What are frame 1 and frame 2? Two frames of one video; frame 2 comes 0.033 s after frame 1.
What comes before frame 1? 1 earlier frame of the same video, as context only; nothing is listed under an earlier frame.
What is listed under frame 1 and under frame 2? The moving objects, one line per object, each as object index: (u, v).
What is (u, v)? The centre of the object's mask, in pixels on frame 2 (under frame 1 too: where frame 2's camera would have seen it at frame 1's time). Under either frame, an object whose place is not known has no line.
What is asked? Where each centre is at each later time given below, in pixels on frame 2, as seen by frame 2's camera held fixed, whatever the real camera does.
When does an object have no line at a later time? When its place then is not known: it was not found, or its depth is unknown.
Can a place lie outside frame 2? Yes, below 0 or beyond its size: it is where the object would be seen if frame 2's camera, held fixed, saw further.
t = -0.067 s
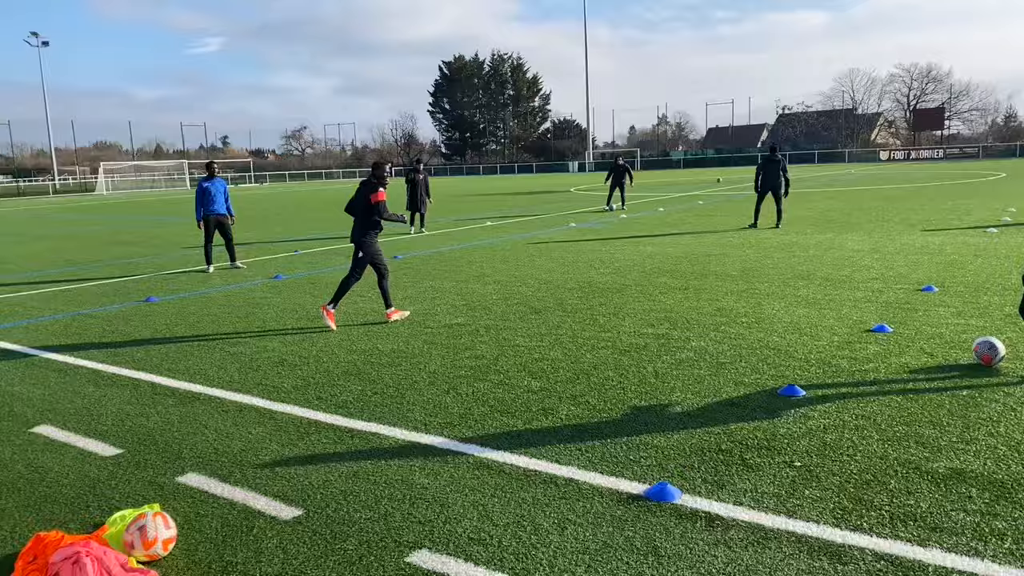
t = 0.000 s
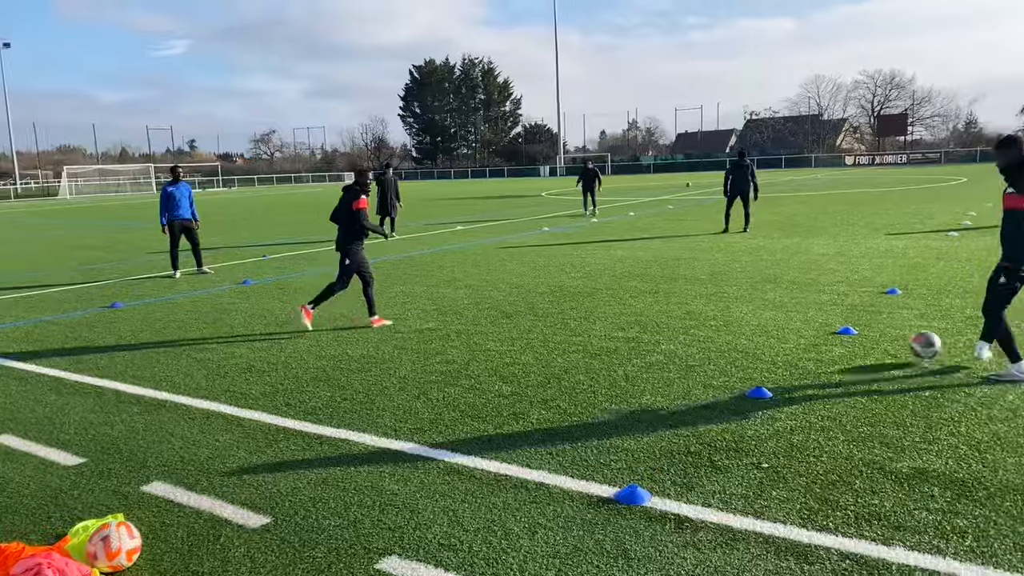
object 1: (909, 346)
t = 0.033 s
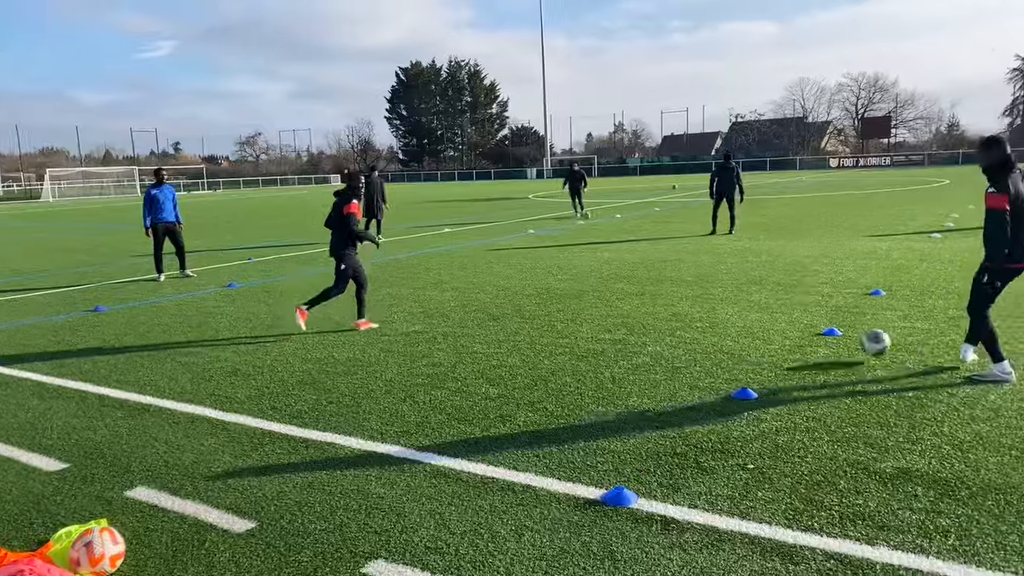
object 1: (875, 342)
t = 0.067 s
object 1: (844, 341)
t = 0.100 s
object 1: (811, 341)
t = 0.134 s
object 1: (781, 341)
